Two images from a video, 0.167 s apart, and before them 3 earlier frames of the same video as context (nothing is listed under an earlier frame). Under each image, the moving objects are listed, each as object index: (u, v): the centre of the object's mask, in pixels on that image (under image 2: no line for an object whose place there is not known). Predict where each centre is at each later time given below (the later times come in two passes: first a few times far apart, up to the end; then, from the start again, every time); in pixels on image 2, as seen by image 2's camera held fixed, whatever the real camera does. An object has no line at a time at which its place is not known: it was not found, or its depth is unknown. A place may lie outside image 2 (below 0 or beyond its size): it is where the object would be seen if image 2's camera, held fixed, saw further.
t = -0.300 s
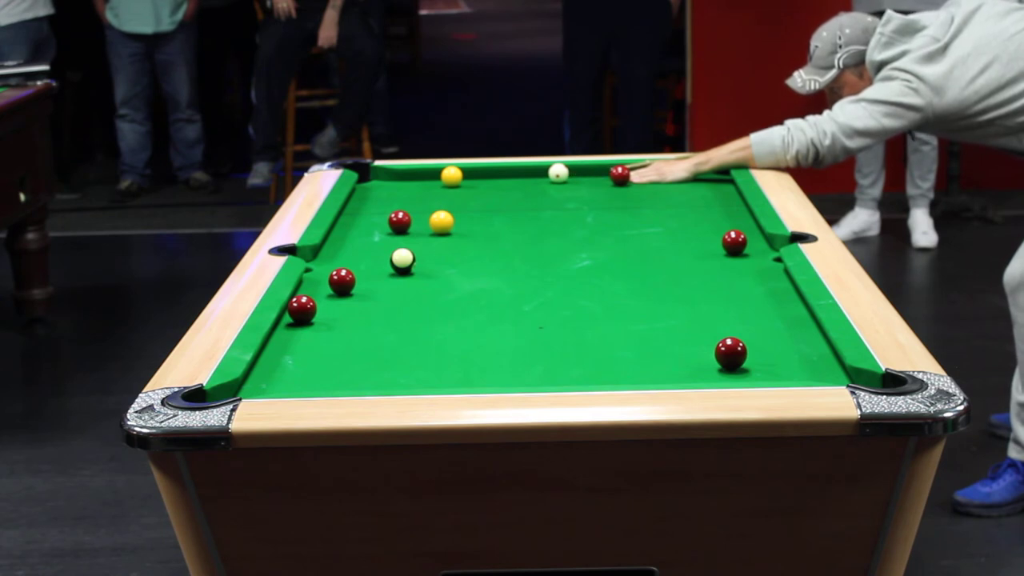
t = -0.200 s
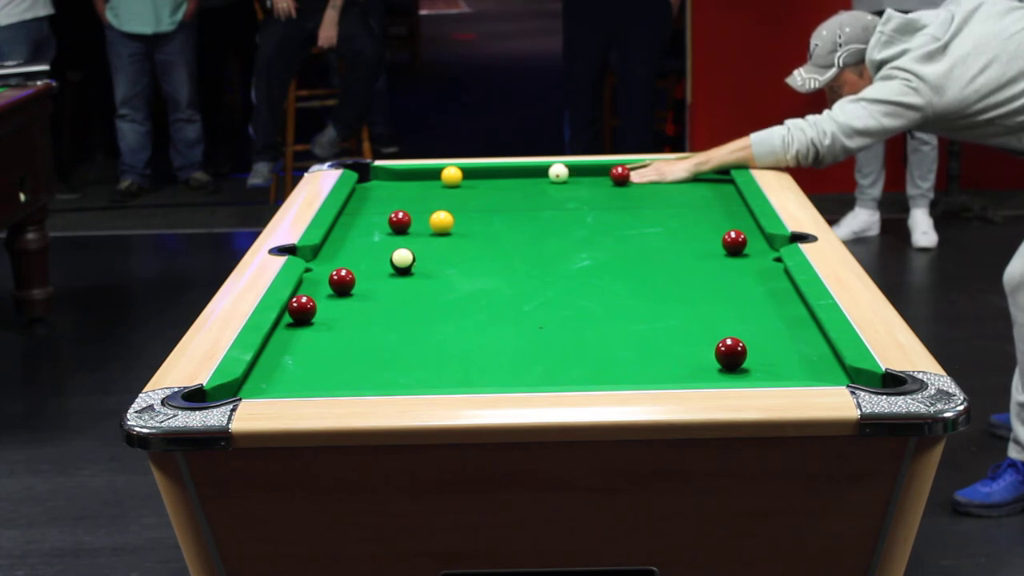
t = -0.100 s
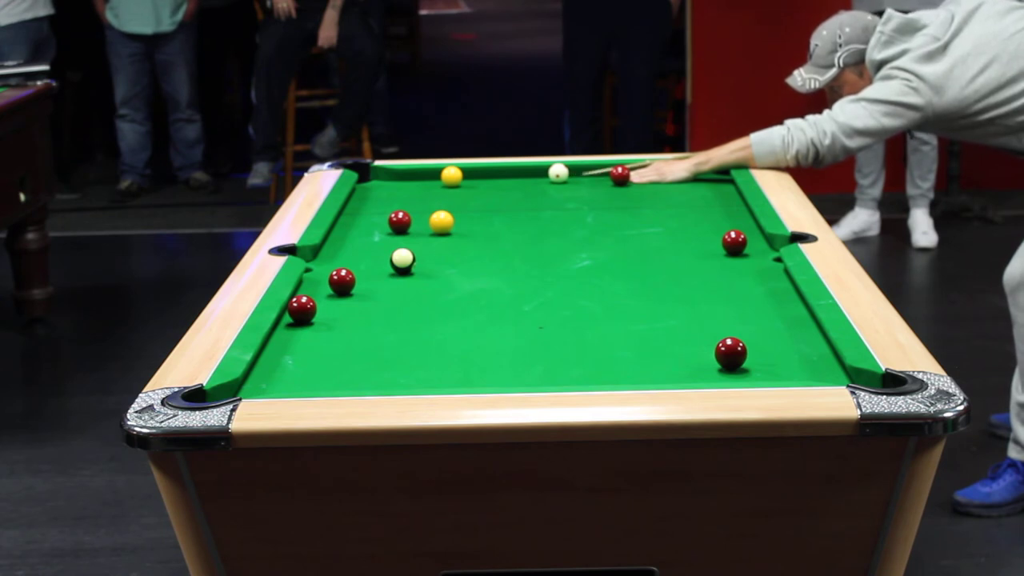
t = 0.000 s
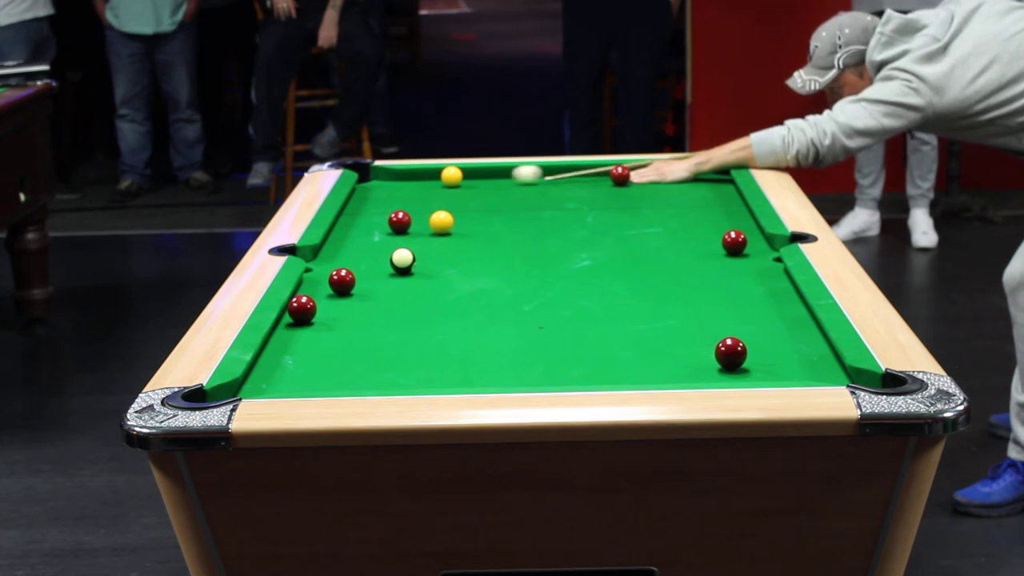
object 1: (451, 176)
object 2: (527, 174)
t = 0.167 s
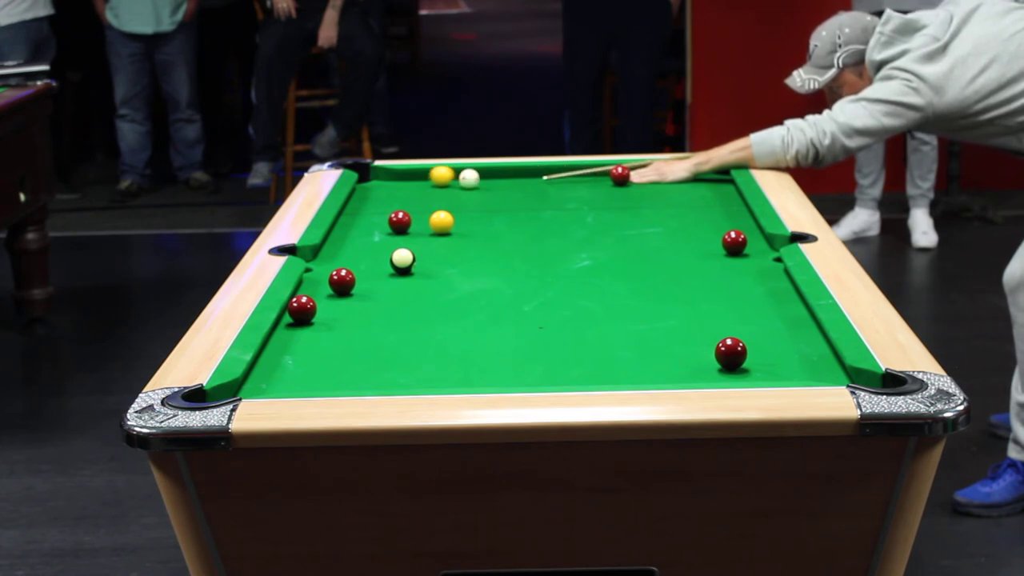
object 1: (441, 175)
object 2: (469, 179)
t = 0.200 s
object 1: (434, 175)
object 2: (469, 179)
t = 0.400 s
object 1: (393, 174)
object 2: (468, 183)
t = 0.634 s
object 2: (467, 187)
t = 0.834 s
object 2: (466, 190)
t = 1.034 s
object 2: (466, 193)
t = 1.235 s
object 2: (466, 196)
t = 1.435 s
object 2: (465, 198)
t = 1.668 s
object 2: (465, 200)
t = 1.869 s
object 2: (465, 202)
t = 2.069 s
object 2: (465, 203)
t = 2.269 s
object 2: (465, 204)
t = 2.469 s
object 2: (465, 205)
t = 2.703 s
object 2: (465, 205)
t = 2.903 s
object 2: (465, 205)
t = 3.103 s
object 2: (465, 205)
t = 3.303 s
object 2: (465, 205)
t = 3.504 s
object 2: (465, 205)
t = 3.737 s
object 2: (465, 205)
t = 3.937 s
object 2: (465, 205)
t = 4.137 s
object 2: (465, 205)
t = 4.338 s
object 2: (465, 205)
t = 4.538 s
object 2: (465, 205)
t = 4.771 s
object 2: (465, 205)
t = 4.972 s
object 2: (465, 205)
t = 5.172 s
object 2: (465, 205)
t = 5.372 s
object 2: (464, 205)
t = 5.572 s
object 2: (465, 205)
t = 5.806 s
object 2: (465, 205)
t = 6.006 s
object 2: (465, 205)
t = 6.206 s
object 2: (465, 205)
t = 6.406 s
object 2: (465, 205)
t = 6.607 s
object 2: (465, 205)
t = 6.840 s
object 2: (465, 205)
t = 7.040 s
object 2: (465, 205)
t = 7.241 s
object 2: (465, 205)
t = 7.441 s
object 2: (465, 205)
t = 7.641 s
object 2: (465, 205)
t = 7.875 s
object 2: (465, 205)
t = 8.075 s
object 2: (465, 205)
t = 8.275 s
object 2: (465, 205)
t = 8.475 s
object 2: (465, 205)
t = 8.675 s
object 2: (464, 205)
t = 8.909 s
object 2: (465, 205)
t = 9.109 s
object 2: (465, 205)
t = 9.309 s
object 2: (465, 205)
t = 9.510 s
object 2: (465, 205)
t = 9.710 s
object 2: (465, 205)
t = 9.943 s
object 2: (465, 205)
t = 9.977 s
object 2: (465, 205)
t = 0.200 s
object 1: (434, 175)
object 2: (469, 179)
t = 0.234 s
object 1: (426, 175)
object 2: (468, 180)
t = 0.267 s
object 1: (420, 175)
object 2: (468, 181)
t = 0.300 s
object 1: (413, 175)
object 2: (468, 181)
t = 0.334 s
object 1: (406, 175)
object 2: (468, 182)
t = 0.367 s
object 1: (399, 174)
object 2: (468, 183)
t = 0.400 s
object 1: (393, 174)
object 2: (468, 183)
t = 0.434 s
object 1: (386, 174)
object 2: (467, 184)
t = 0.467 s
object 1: (380, 174)
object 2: (467, 184)
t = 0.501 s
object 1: (374, 174)
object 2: (467, 185)
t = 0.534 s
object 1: (368, 173)
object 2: (467, 185)
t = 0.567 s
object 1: (363, 172)
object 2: (467, 186)
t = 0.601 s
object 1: (361, 172)
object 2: (467, 186)
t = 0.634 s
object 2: (467, 187)
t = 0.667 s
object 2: (467, 187)
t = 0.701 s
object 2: (467, 188)
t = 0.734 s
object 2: (466, 189)
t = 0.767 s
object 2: (466, 189)
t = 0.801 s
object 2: (466, 190)
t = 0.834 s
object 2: (466, 190)
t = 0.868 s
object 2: (466, 191)
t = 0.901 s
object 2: (466, 191)
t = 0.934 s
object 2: (466, 191)
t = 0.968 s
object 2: (466, 192)
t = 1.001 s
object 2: (466, 193)
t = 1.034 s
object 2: (466, 193)
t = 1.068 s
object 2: (466, 193)
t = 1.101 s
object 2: (466, 194)
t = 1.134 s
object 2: (466, 194)
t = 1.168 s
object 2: (466, 195)
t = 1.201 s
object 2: (466, 195)
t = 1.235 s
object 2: (466, 196)
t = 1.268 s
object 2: (466, 196)
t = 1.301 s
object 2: (466, 196)
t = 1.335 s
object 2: (466, 197)
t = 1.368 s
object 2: (466, 197)
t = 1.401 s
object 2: (465, 198)
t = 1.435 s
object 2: (465, 198)
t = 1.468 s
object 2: (465, 198)
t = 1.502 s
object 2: (465, 199)
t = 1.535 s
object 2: (465, 199)
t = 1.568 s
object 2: (465, 199)
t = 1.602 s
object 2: (465, 200)
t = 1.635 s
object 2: (465, 200)
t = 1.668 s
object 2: (465, 200)
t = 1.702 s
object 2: (465, 201)
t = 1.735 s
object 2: (465, 201)
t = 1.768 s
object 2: (465, 201)
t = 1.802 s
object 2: (465, 201)
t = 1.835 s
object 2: (465, 202)
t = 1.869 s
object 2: (465, 202)
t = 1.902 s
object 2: (465, 202)
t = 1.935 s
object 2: (465, 202)
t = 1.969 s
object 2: (465, 202)
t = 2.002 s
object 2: (465, 203)
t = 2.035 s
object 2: (465, 203)
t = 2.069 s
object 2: (465, 203)
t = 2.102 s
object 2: (465, 203)
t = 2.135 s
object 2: (465, 203)
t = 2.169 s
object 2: (465, 204)
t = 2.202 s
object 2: (465, 204)
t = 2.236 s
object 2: (465, 204)
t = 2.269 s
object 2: (465, 204)
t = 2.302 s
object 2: (465, 204)
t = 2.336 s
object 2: (465, 204)
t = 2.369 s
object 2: (465, 204)
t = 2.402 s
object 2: (465, 204)
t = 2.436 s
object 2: (465, 204)
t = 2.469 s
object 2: (465, 205)
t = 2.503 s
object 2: (465, 205)
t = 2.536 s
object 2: (465, 205)
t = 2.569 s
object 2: (465, 205)
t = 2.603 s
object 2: (465, 205)
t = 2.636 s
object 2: (465, 205)
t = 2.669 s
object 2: (465, 205)
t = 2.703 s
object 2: (465, 205)
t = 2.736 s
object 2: (465, 205)
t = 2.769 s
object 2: (465, 205)
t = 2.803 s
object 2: (465, 205)
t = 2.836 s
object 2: (465, 205)
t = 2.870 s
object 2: (465, 205)
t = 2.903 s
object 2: (465, 205)
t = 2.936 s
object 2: (465, 205)
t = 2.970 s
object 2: (465, 205)
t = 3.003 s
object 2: (465, 205)
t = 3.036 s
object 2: (465, 205)
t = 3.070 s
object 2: (465, 205)
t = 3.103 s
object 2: (465, 205)
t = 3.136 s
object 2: (465, 205)
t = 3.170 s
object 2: (465, 205)
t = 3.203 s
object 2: (465, 205)
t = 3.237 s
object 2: (465, 205)
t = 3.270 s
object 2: (465, 205)
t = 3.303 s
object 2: (465, 205)
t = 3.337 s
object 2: (465, 205)
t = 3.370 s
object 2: (465, 205)
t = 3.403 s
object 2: (465, 205)
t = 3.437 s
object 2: (465, 205)
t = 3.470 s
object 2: (465, 205)
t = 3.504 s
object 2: (465, 205)
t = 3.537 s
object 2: (465, 205)
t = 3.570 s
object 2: (465, 205)
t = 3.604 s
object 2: (465, 205)
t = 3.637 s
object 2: (465, 205)
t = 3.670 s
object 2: (465, 205)
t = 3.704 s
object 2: (465, 205)
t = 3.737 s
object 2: (465, 205)
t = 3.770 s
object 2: (465, 205)
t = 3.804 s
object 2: (465, 205)
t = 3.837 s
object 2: (465, 205)
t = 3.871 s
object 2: (465, 205)
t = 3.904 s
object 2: (465, 205)
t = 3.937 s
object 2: (465, 205)
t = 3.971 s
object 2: (465, 205)
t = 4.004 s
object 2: (465, 205)
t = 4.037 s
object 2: (465, 205)
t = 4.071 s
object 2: (465, 205)
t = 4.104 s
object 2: (465, 205)
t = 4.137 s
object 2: (465, 205)
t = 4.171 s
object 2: (465, 205)
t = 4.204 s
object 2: (465, 205)
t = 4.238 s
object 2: (465, 205)
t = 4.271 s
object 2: (465, 205)
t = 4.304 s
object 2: (465, 205)
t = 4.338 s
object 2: (465, 205)
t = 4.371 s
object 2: (465, 205)
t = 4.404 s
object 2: (465, 205)
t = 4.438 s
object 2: (465, 205)
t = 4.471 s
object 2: (465, 205)
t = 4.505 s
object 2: (465, 205)
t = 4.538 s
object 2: (465, 205)
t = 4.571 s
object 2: (465, 205)
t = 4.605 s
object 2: (465, 205)
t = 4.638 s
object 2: (465, 205)
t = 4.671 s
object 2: (465, 205)
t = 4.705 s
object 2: (465, 205)
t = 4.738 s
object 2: (465, 205)
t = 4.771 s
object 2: (465, 205)
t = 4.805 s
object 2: (465, 205)
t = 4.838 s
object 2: (465, 205)
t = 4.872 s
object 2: (465, 205)
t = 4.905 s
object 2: (465, 205)
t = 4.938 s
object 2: (465, 205)
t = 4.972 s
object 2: (465, 205)
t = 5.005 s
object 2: (465, 205)
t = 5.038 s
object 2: (465, 205)
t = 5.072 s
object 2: (465, 205)
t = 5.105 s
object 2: (465, 205)
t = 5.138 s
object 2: (465, 205)
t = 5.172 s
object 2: (465, 205)
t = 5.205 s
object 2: (465, 205)
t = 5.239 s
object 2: (465, 205)
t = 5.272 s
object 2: (465, 205)
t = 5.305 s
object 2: (465, 205)
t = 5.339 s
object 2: (465, 205)
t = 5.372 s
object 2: (464, 205)
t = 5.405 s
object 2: (465, 205)
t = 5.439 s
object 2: (465, 205)
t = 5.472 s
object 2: (465, 205)
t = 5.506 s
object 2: (465, 205)
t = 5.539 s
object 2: (465, 205)
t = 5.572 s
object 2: (465, 205)
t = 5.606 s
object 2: (465, 205)
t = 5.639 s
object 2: (465, 205)
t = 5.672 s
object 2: (465, 205)
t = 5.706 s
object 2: (465, 205)
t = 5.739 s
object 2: (465, 205)
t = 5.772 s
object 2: (465, 205)
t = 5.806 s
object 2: (465, 205)
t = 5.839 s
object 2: (465, 205)
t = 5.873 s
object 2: (465, 205)
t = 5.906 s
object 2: (465, 205)
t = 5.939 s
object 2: (465, 205)
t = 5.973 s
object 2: (465, 205)
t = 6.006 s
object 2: (465, 205)
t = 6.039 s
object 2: (465, 205)
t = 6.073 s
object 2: (465, 205)
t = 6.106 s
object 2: (465, 205)
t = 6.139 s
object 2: (465, 205)
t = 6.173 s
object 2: (465, 205)
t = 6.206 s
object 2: (465, 205)
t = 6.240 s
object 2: (465, 205)
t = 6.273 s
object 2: (465, 205)
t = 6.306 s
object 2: (465, 205)
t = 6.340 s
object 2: (465, 205)
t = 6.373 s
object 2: (465, 205)
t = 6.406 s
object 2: (465, 205)
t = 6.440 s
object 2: (465, 205)
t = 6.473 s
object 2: (465, 205)
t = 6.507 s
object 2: (465, 205)
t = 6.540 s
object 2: (465, 205)
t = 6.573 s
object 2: (465, 205)
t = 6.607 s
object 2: (465, 205)
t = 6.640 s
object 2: (465, 205)
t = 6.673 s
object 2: (465, 205)
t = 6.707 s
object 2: (465, 205)
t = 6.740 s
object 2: (465, 205)
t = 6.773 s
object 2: (465, 205)
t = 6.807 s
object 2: (465, 205)
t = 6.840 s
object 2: (465, 205)
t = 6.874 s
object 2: (465, 205)
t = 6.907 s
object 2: (465, 205)
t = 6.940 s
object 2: (465, 205)
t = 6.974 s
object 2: (465, 205)
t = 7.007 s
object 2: (465, 205)
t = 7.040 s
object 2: (465, 205)
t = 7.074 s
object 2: (465, 205)
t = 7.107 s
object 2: (465, 205)
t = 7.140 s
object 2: (465, 205)
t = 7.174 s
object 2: (465, 205)
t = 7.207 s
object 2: (465, 205)
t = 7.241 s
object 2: (465, 205)
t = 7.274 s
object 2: (465, 205)
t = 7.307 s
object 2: (465, 205)
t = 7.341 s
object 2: (465, 205)
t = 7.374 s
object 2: (465, 205)
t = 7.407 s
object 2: (465, 205)
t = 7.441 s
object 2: (465, 205)
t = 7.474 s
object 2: (465, 205)
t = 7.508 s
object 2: (465, 205)
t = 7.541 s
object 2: (465, 205)
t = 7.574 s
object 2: (465, 205)
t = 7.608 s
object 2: (465, 205)
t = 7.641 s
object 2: (465, 205)
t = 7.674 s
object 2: (465, 205)
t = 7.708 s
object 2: (465, 205)
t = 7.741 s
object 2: (465, 205)
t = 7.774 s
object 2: (465, 205)
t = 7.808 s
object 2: (465, 205)
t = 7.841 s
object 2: (465, 205)
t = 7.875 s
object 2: (465, 205)
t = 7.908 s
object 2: (465, 205)
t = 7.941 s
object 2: (465, 205)
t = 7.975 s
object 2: (465, 205)
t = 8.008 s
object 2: (465, 205)
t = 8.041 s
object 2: (465, 205)
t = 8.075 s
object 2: (465, 205)
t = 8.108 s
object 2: (465, 205)
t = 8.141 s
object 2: (465, 205)
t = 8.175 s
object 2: (465, 205)
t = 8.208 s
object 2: (465, 205)
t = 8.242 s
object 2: (465, 205)
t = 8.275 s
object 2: (465, 205)
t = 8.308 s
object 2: (465, 205)
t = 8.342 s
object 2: (465, 205)
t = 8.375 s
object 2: (465, 205)
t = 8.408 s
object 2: (465, 205)
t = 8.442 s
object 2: (465, 205)
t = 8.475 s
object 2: (465, 205)
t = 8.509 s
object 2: (465, 205)
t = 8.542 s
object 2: (465, 205)
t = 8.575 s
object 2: (465, 205)
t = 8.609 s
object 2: (465, 205)
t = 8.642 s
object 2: (465, 205)
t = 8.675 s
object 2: (464, 205)
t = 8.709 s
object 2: (465, 205)
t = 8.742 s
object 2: (465, 205)
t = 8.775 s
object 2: (465, 205)
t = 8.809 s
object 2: (465, 205)
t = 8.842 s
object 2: (465, 205)
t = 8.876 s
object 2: (465, 205)
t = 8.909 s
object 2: (465, 205)
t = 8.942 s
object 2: (465, 205)
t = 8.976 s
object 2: (465, 205)
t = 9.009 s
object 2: (464, 205)
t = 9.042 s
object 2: (465, 205)
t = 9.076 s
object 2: (465, 205)
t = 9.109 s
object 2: (465, 205)
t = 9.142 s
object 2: (465, 205)
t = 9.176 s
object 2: (465, 205)
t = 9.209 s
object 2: (465, 205)
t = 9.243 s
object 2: (465, 205)
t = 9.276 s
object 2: (465, 205)
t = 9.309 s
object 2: (465, 205)
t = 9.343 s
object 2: (464, 205)
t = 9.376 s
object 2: (465, 205)
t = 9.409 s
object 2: (465, 205)
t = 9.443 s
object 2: (465, 205)
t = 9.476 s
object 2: (465, 205)
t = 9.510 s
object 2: (465, 205)
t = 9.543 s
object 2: (465, 205)
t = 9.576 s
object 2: (465, 205)
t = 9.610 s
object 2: (465, 205)
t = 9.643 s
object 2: (465, 205)
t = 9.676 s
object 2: (465, 205)
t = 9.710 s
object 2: (465, 205)
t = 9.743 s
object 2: (465, 205)
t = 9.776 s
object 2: (465, 205)
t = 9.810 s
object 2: (465, 205)
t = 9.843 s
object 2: (465, 205)
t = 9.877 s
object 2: (465, 205)
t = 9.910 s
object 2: (465, 205)
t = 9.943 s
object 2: (465, 205)
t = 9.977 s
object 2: (465, 205)
